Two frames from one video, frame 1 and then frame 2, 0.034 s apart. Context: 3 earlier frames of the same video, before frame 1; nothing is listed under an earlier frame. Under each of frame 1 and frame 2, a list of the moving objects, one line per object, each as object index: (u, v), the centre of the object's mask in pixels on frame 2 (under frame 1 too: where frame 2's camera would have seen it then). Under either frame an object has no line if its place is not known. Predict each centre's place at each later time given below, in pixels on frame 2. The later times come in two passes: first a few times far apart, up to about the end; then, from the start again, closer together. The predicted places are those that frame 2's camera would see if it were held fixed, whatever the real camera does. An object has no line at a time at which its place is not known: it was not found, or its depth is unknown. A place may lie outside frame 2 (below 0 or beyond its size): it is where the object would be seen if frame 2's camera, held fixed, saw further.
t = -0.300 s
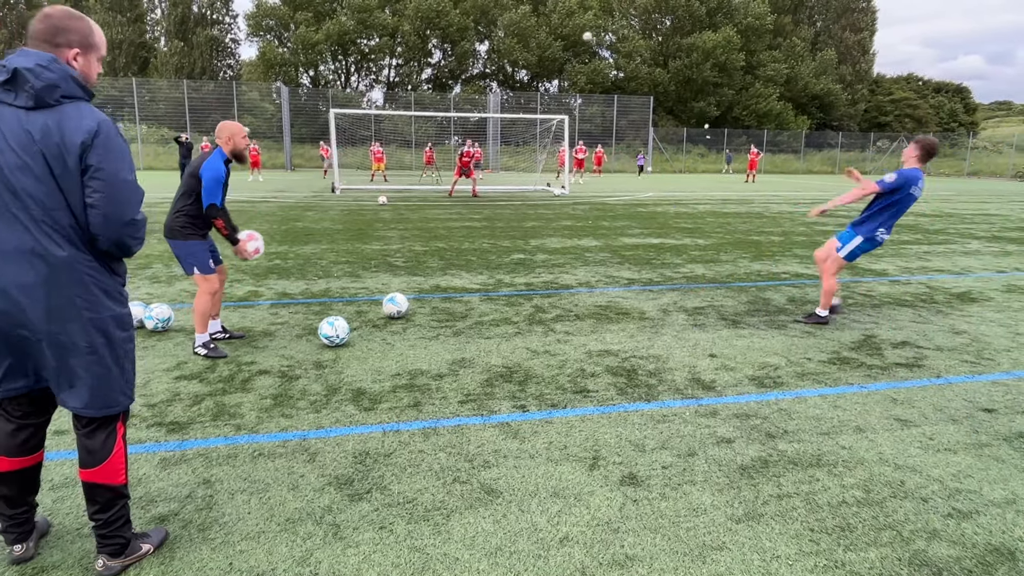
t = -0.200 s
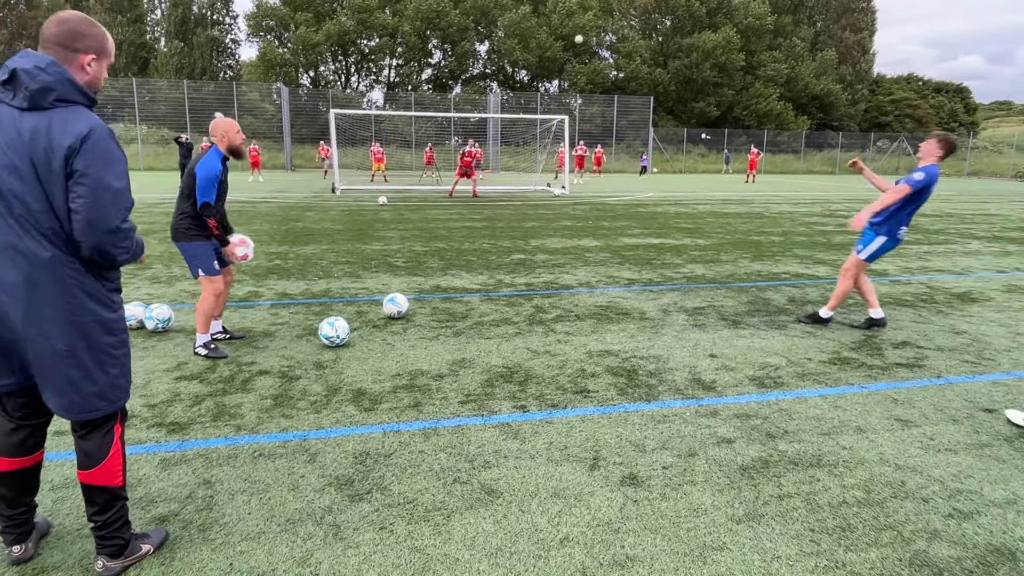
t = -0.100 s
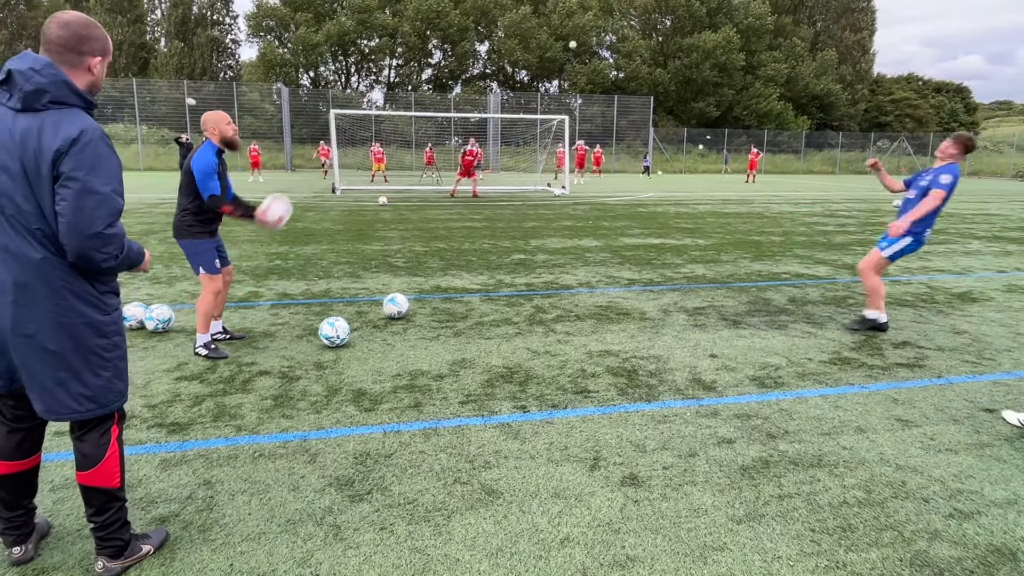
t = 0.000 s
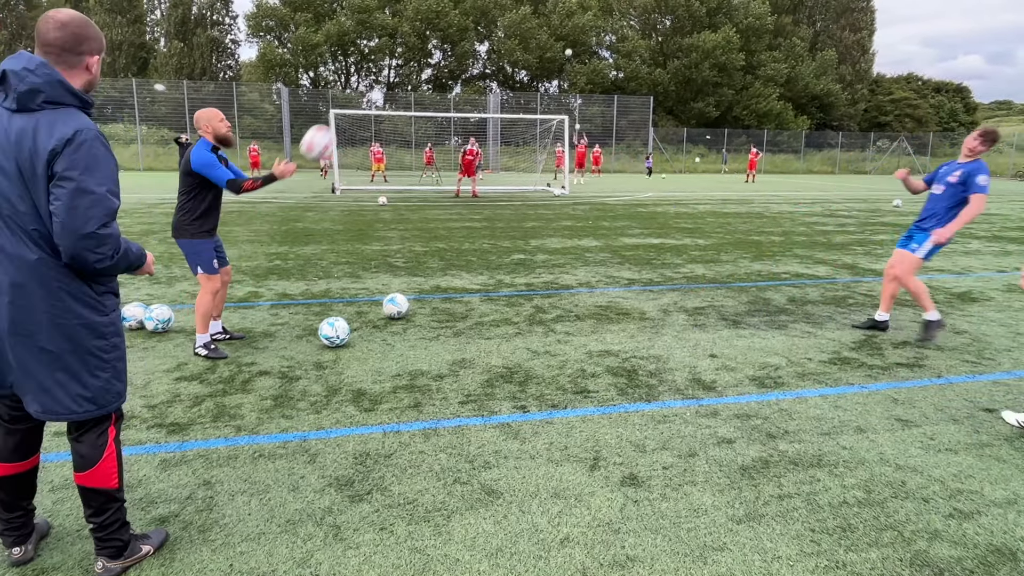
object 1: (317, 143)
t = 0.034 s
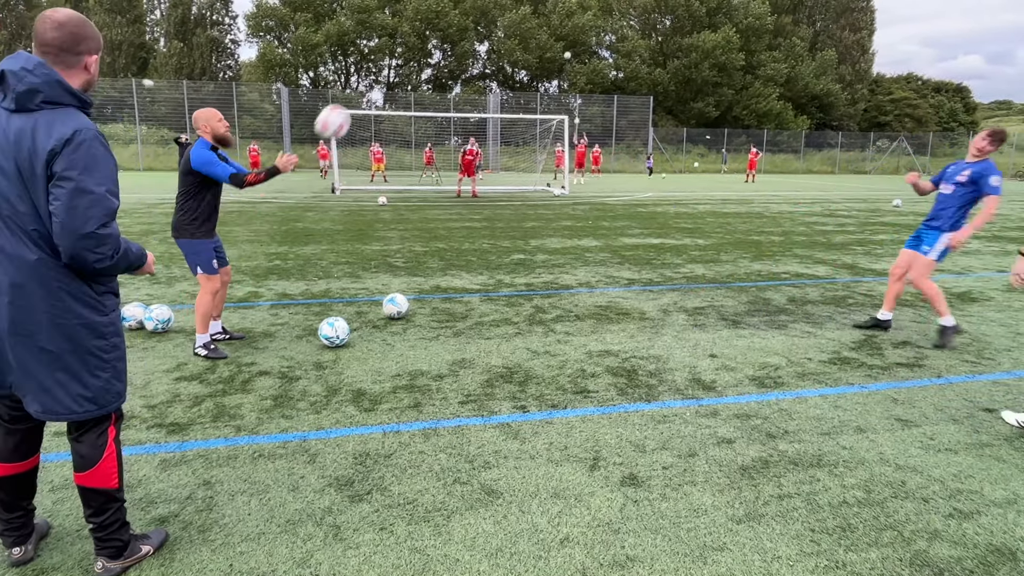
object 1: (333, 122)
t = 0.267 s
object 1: (436, 27)
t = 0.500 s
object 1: (533, 12)
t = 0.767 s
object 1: (630, 82)
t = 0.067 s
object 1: (347, 103)
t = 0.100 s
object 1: (362, 86)
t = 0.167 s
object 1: (392, 57)
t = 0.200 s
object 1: (407, 45)
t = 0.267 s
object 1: (436, 27)
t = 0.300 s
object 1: (450, 19)
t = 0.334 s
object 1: (465, 14)
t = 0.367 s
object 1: (479, 13)
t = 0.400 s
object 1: (492, 12)
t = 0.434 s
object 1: (506, 11)
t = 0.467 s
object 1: (520, 11)
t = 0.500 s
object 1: (533, 12)
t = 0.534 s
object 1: (547, 15)
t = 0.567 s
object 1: (559, 21)
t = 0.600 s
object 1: (572, 28)
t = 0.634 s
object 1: (584, 37)
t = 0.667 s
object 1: (596, 46)
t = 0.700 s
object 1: (608, 57)
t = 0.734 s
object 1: (619, 70)
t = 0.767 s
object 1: (630, 82)
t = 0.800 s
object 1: (641, 97)
